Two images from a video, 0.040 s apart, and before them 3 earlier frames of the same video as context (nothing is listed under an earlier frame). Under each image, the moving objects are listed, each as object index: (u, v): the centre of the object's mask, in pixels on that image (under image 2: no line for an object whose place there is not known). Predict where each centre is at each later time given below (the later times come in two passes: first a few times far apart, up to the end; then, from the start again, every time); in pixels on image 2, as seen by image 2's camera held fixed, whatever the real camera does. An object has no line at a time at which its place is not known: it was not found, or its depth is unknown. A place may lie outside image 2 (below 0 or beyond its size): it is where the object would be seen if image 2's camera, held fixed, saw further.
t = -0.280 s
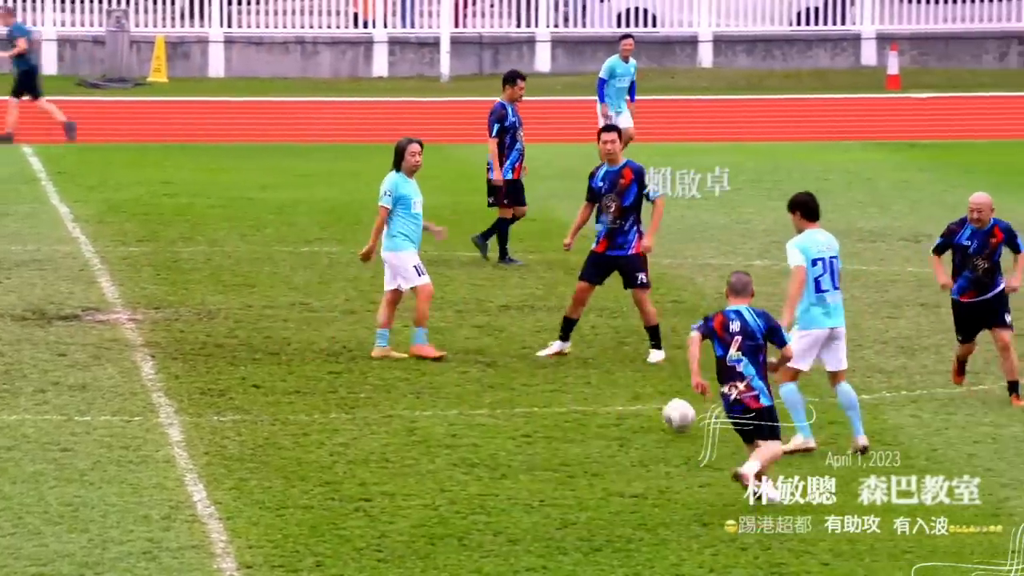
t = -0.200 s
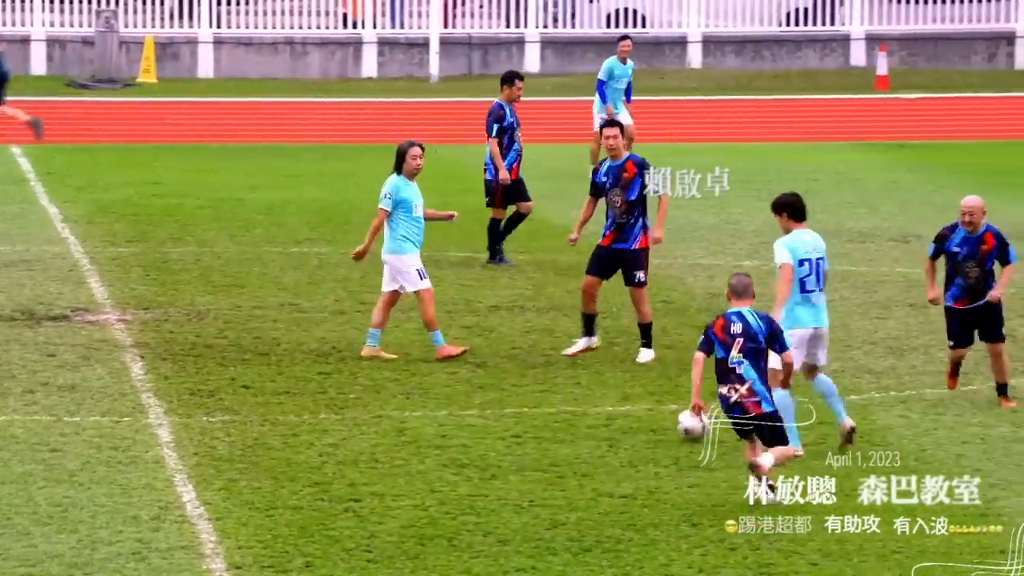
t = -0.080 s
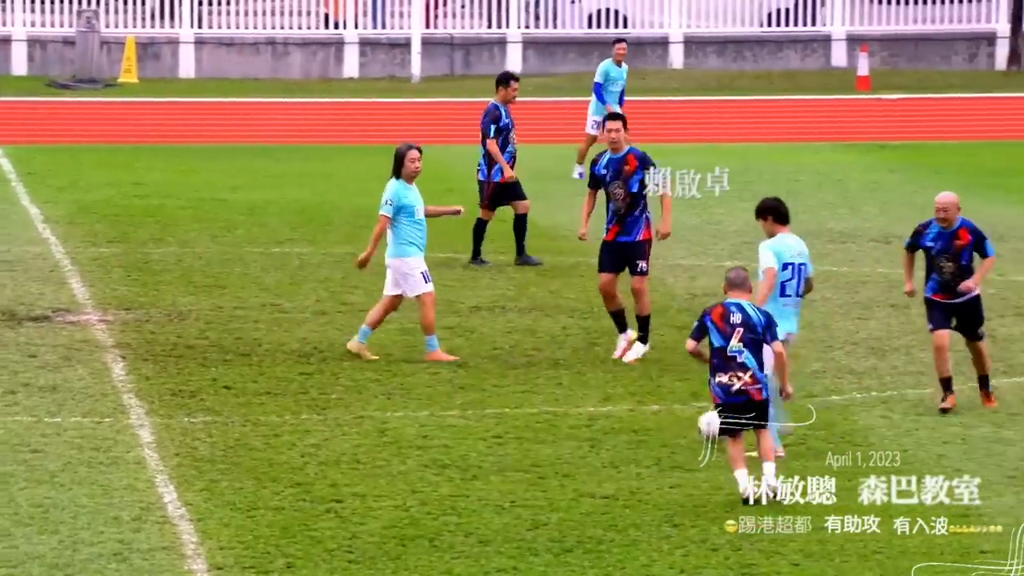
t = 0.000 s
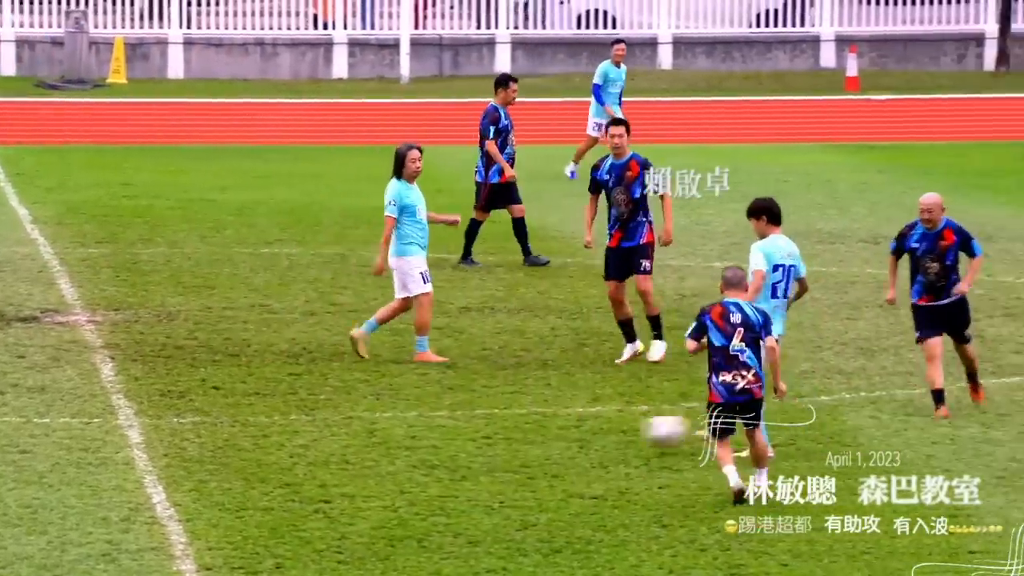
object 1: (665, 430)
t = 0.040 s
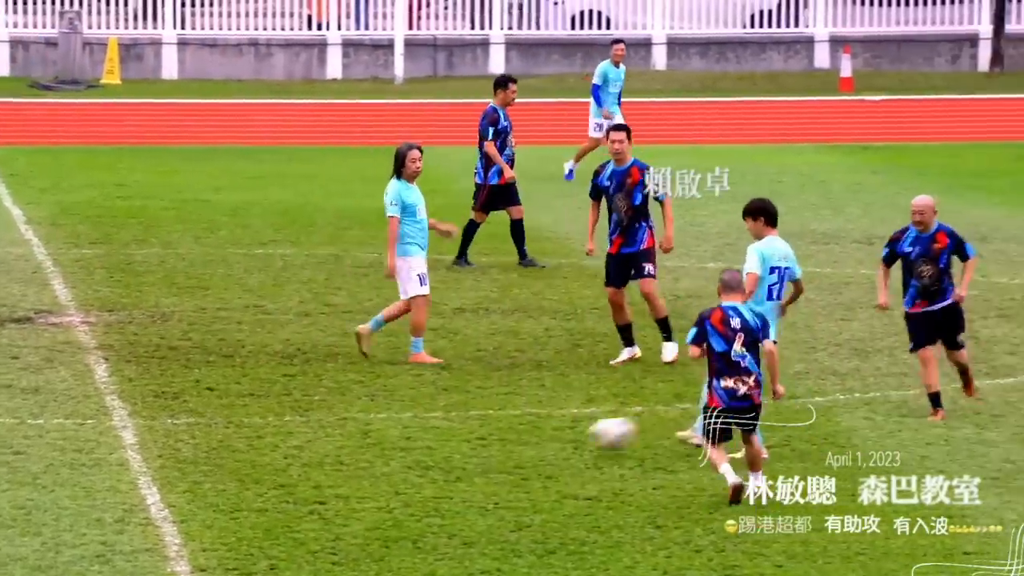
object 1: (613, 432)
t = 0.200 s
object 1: (432, 450)
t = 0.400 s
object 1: (252, 459)
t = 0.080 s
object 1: (565, 436)
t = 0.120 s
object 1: (518, 443)
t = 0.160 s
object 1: (472, 448)
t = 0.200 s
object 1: (432, 450)
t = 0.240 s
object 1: (392, 452)
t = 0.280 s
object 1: (353, 456)
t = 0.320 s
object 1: (318, 456)
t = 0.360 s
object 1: (286, 458)
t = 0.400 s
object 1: (252, 459)
